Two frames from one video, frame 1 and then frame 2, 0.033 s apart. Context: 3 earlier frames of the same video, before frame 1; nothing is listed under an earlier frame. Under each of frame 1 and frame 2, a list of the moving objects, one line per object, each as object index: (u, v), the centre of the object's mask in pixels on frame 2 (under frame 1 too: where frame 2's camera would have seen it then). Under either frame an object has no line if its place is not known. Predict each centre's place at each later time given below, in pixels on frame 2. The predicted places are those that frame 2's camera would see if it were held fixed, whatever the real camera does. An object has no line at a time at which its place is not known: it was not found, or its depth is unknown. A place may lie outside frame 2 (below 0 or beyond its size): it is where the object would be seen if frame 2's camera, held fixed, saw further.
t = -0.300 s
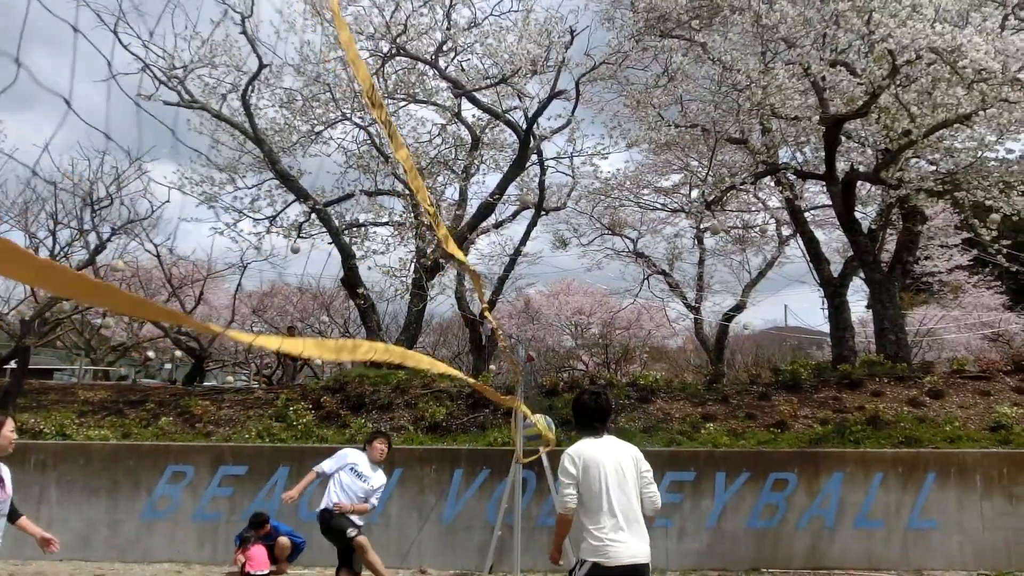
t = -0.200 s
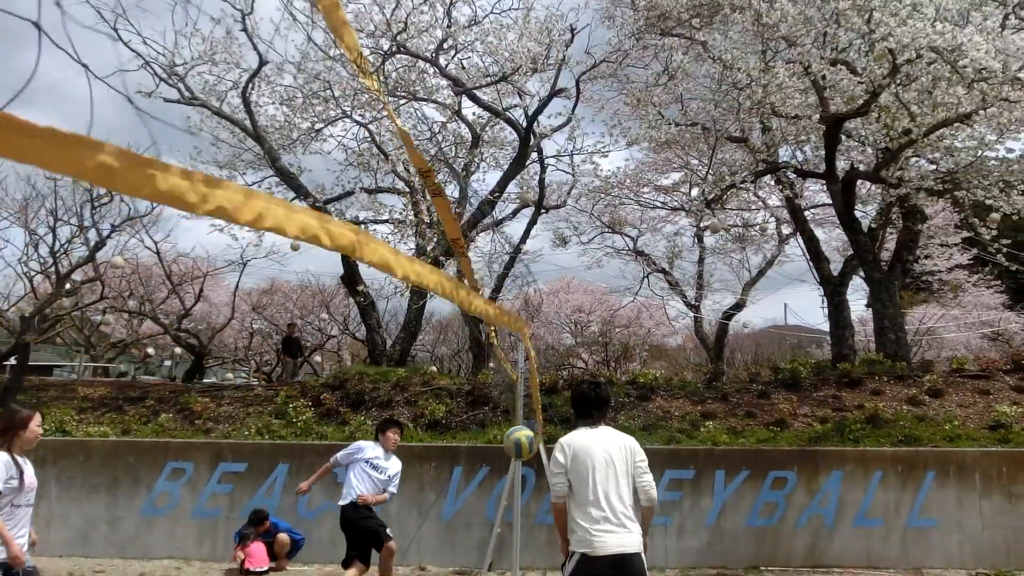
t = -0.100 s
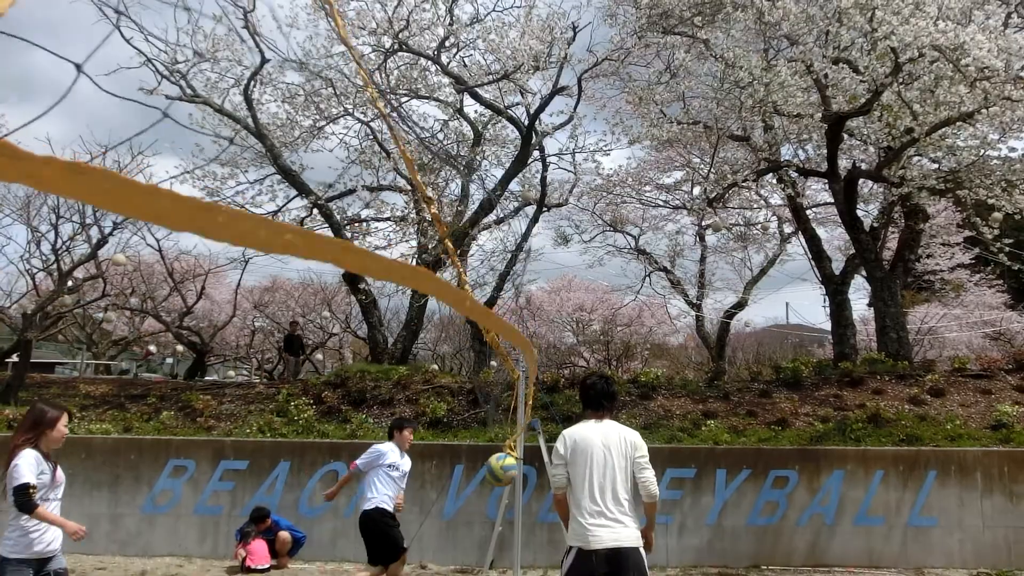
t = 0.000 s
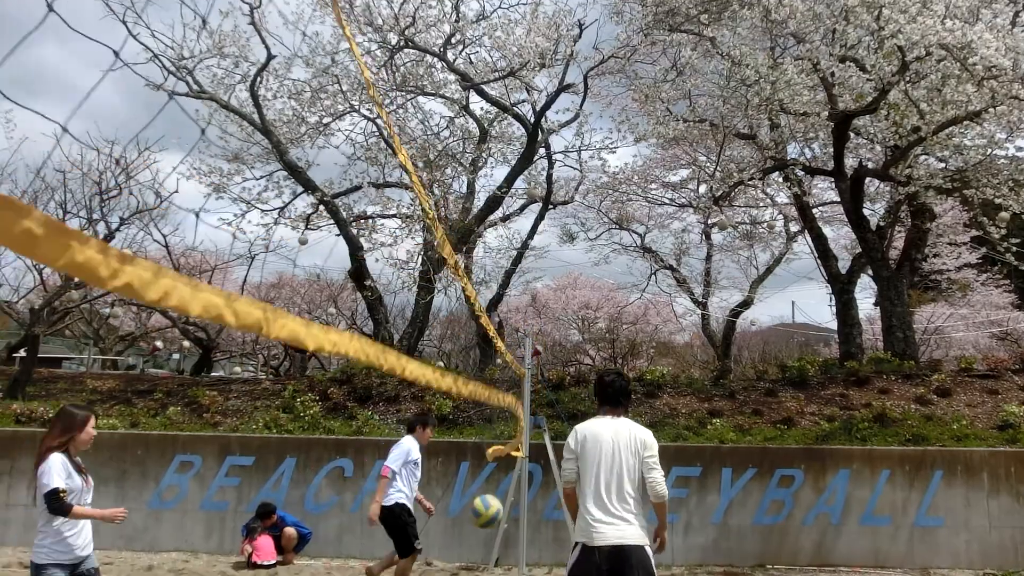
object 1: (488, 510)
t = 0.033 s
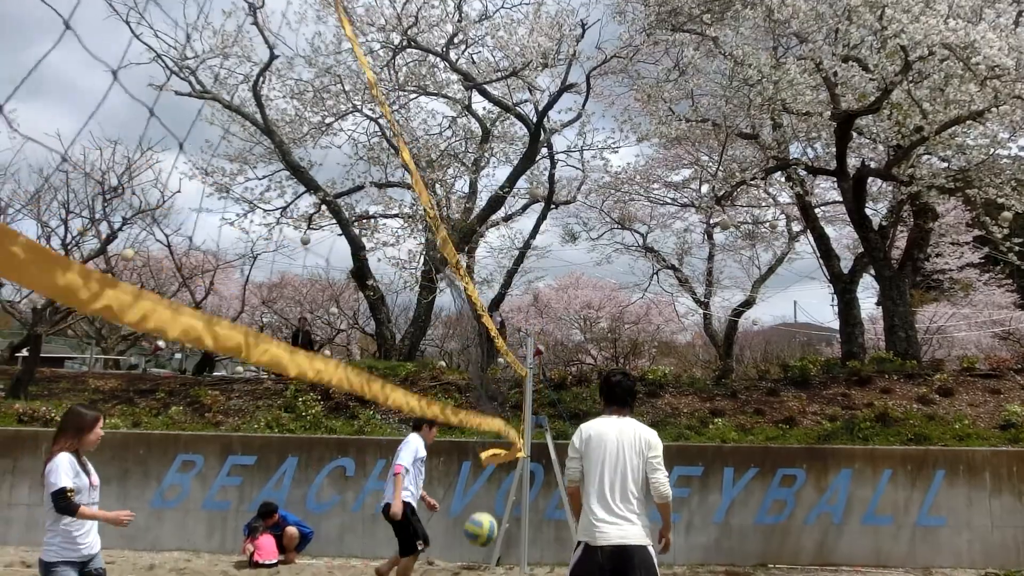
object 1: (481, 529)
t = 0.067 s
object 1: (474, 549)
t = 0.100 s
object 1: (467, 567)
